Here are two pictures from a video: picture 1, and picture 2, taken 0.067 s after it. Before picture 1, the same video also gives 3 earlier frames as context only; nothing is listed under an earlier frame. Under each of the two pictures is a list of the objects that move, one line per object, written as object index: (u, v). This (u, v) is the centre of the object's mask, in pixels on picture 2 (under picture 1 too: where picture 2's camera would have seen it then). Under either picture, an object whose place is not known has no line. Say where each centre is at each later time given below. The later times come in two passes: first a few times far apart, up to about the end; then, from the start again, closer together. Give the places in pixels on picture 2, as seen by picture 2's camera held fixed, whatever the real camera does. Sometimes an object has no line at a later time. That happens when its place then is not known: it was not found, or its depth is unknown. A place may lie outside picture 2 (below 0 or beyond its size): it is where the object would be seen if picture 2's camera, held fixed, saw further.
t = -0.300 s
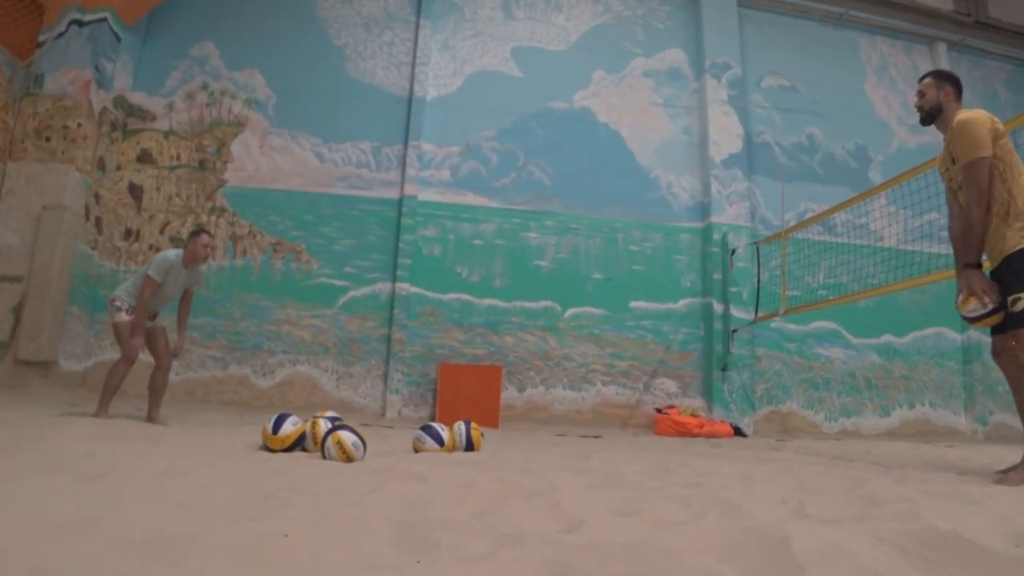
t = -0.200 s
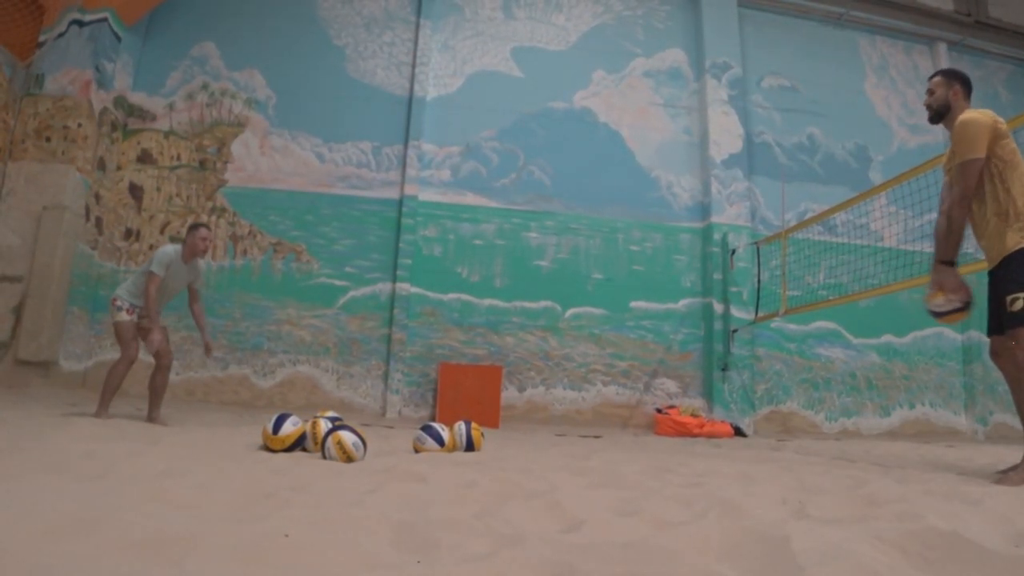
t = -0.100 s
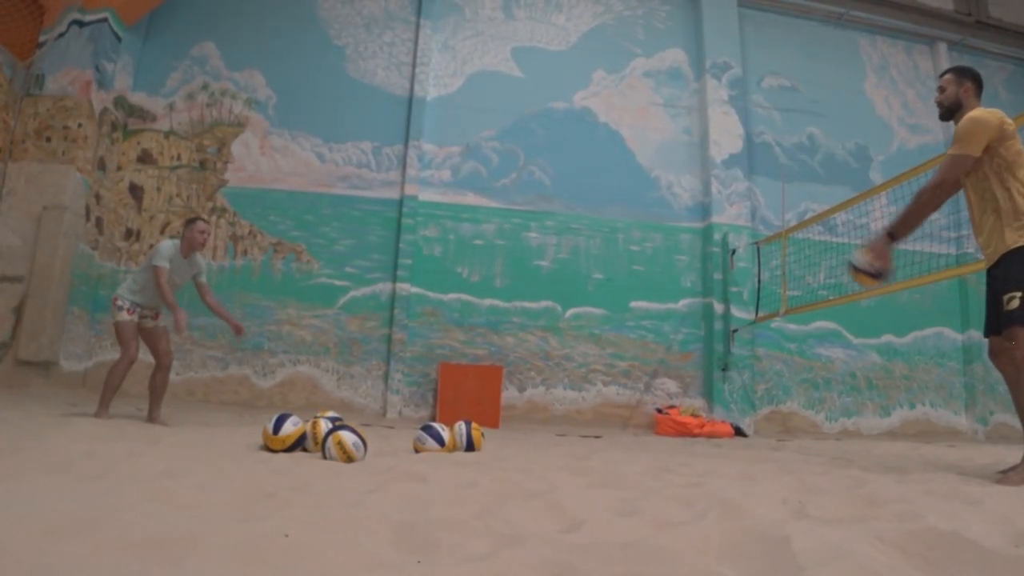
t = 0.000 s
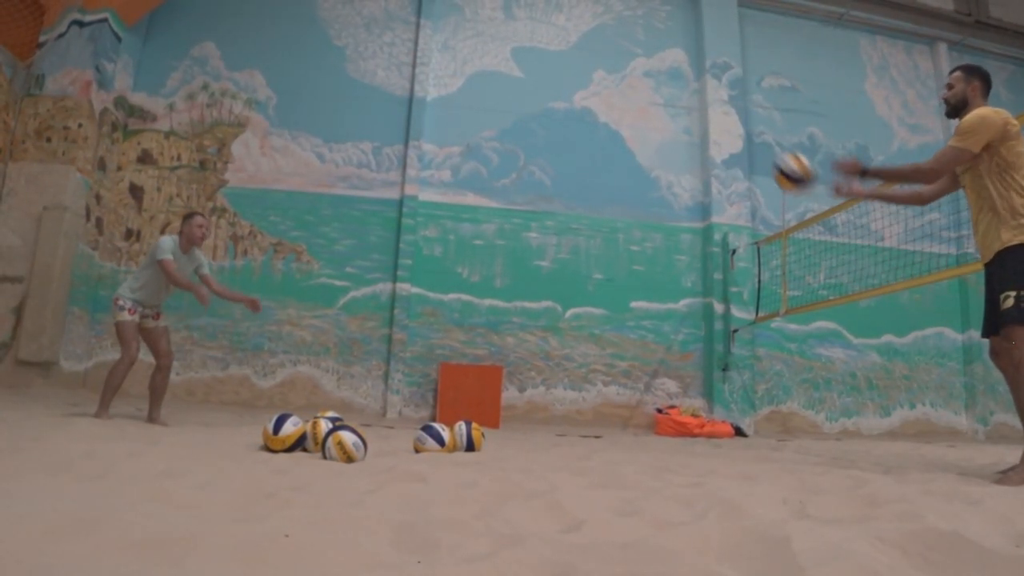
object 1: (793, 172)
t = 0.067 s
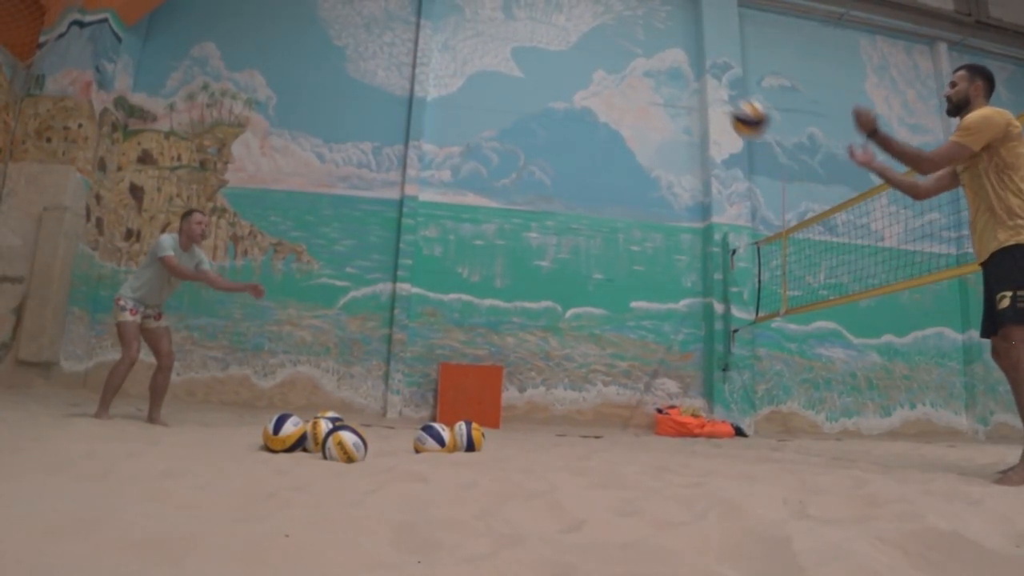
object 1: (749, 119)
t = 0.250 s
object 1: (649, 29)
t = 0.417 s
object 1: (578, 6)
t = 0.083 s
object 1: (739, 108)
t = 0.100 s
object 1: (730, 97)
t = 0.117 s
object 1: (719, 86)
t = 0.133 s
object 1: (710, 77)
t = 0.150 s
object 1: (700, 68)
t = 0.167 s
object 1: (691, 61)
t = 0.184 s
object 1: (682, 53)
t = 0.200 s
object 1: (674, 46)
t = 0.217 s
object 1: (666, 40)
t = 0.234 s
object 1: (658, 34)
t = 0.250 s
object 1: (649, 29)
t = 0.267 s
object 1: (642, 24)
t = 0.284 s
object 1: (634, 19)
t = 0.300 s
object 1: (627, 16)
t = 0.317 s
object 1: (620, 13)
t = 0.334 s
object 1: (612, 12)
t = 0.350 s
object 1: (605, 10)
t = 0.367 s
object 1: (598, 8)
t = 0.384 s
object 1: (592, 7)
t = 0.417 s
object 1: (578, 6)
